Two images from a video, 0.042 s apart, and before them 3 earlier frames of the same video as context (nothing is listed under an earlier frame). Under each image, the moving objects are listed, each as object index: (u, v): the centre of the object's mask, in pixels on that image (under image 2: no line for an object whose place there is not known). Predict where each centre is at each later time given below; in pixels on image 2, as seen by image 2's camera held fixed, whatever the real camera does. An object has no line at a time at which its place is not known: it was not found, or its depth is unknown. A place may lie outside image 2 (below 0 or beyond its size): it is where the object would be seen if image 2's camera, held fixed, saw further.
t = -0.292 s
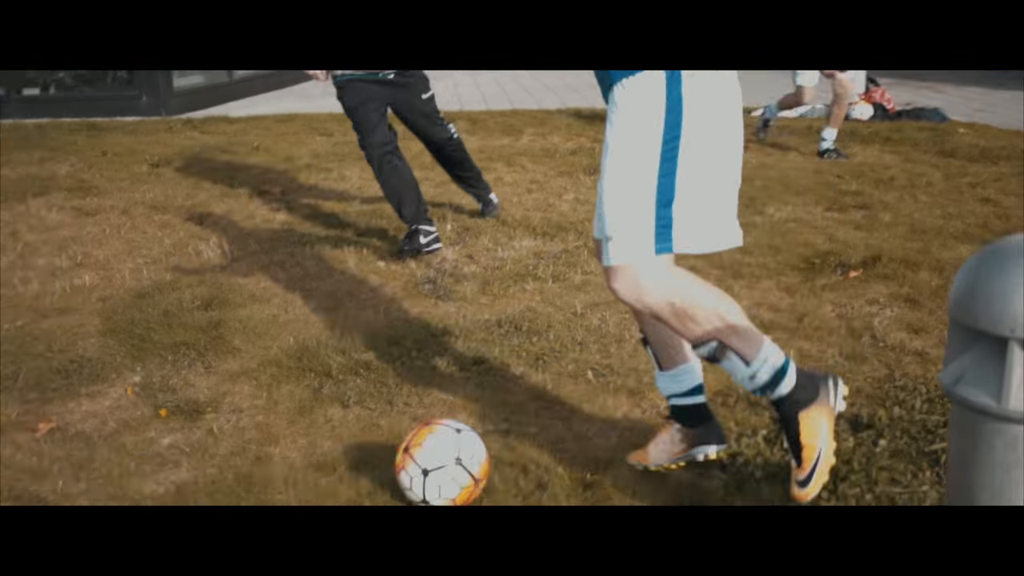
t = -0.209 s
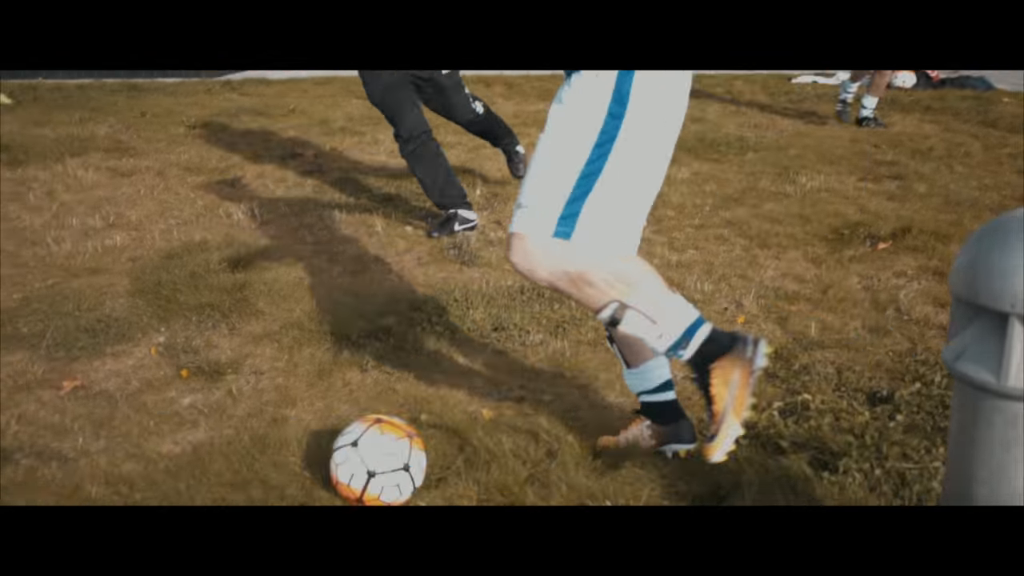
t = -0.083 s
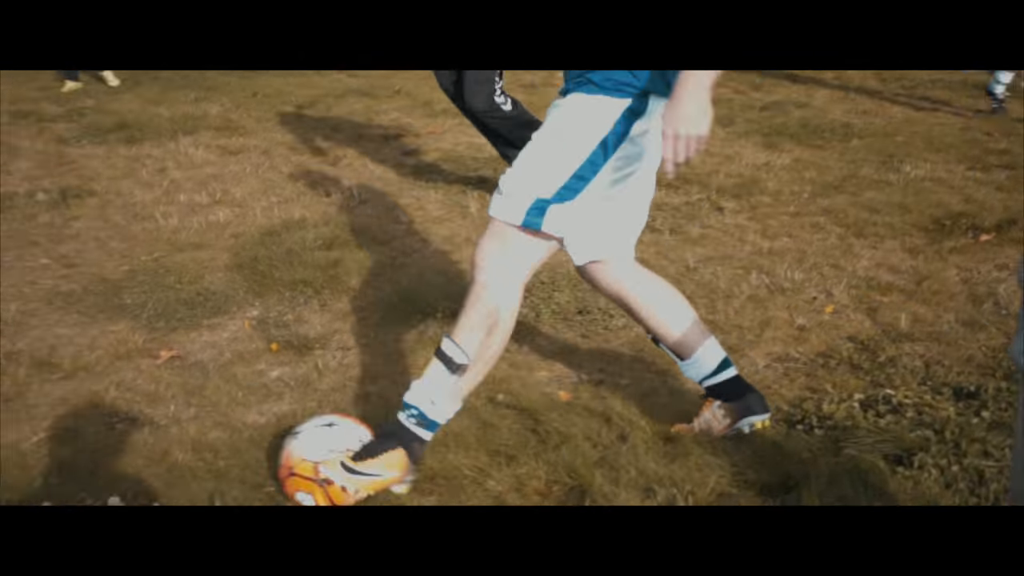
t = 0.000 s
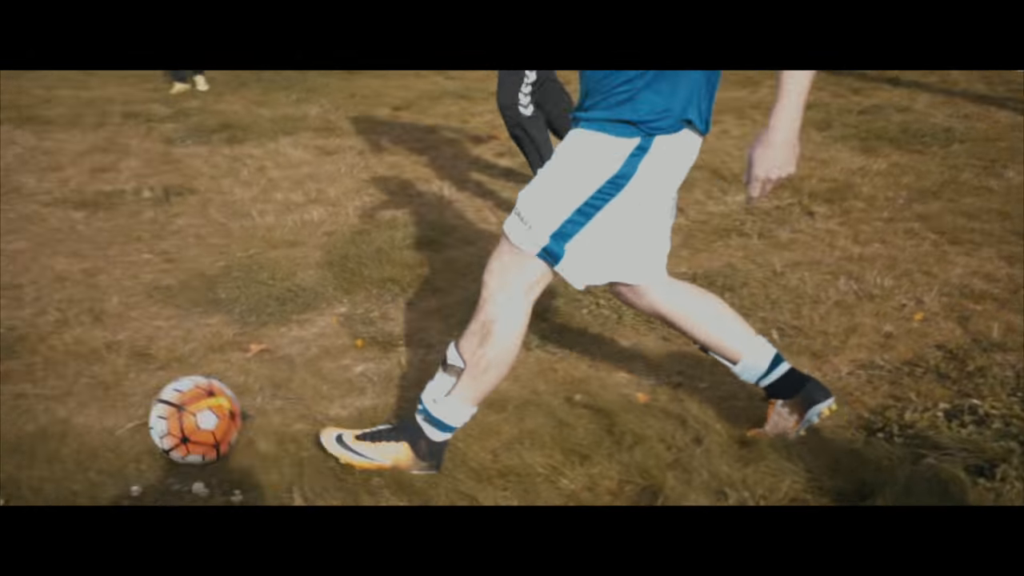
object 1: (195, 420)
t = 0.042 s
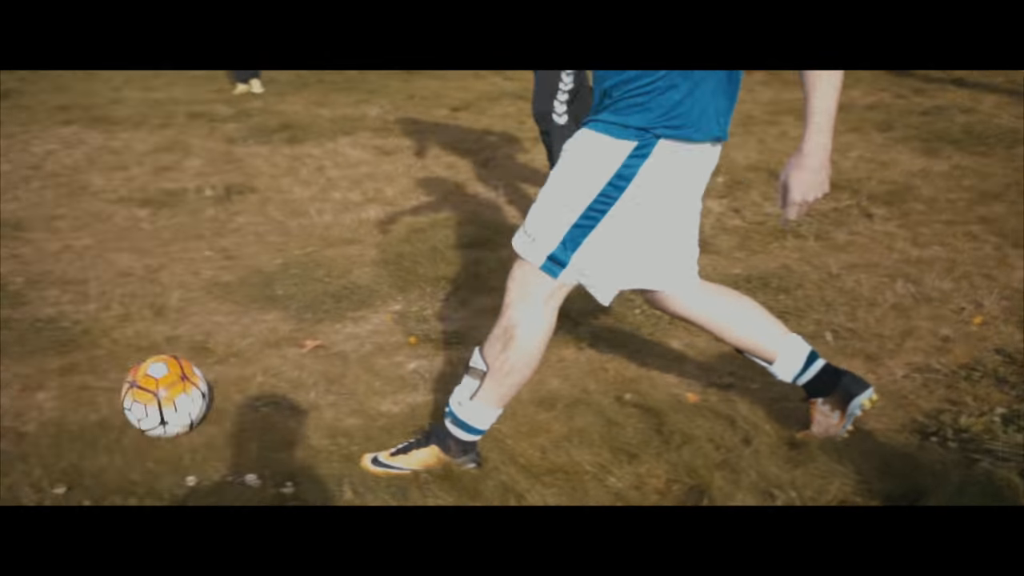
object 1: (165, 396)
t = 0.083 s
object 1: (86, 387)
